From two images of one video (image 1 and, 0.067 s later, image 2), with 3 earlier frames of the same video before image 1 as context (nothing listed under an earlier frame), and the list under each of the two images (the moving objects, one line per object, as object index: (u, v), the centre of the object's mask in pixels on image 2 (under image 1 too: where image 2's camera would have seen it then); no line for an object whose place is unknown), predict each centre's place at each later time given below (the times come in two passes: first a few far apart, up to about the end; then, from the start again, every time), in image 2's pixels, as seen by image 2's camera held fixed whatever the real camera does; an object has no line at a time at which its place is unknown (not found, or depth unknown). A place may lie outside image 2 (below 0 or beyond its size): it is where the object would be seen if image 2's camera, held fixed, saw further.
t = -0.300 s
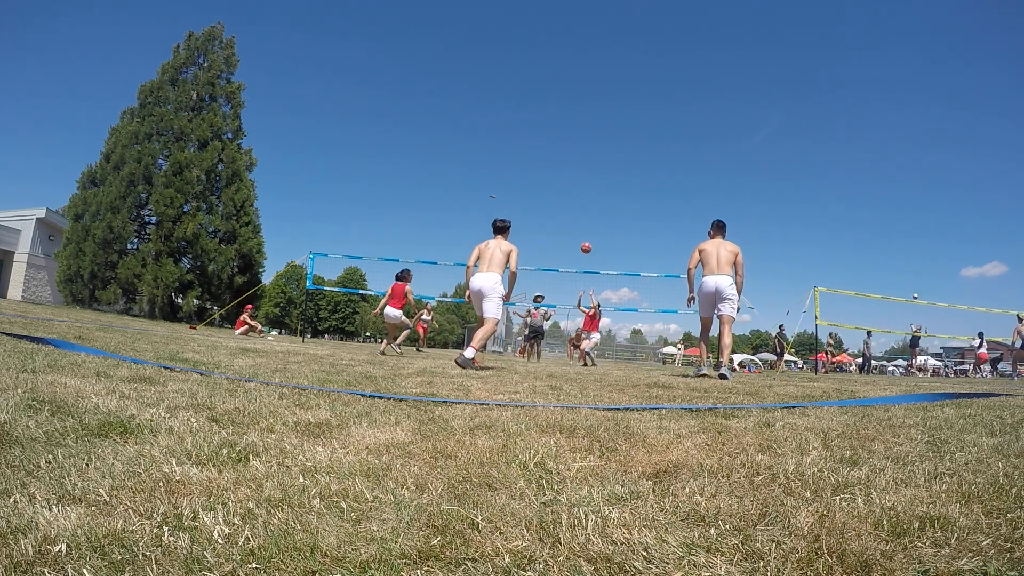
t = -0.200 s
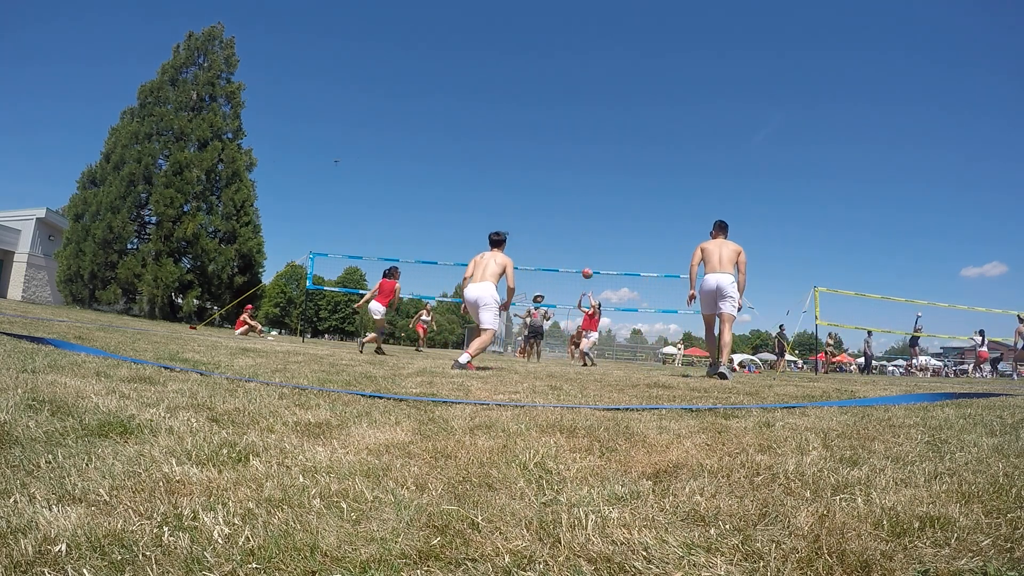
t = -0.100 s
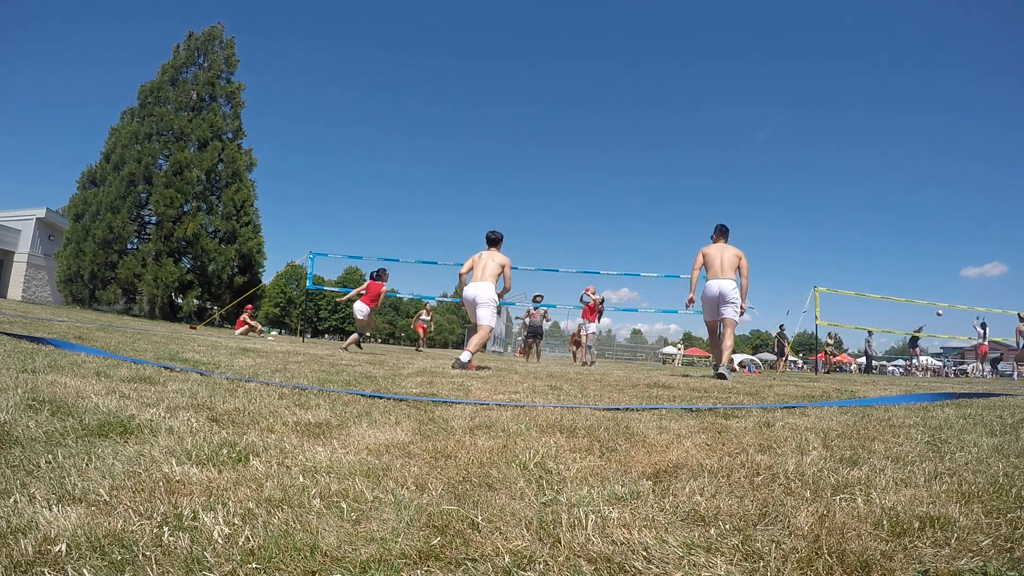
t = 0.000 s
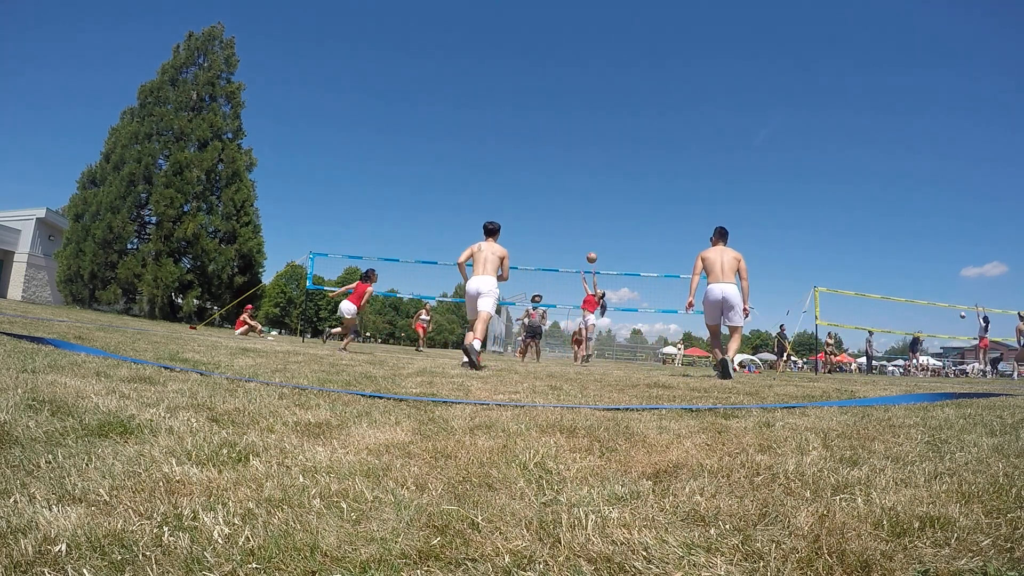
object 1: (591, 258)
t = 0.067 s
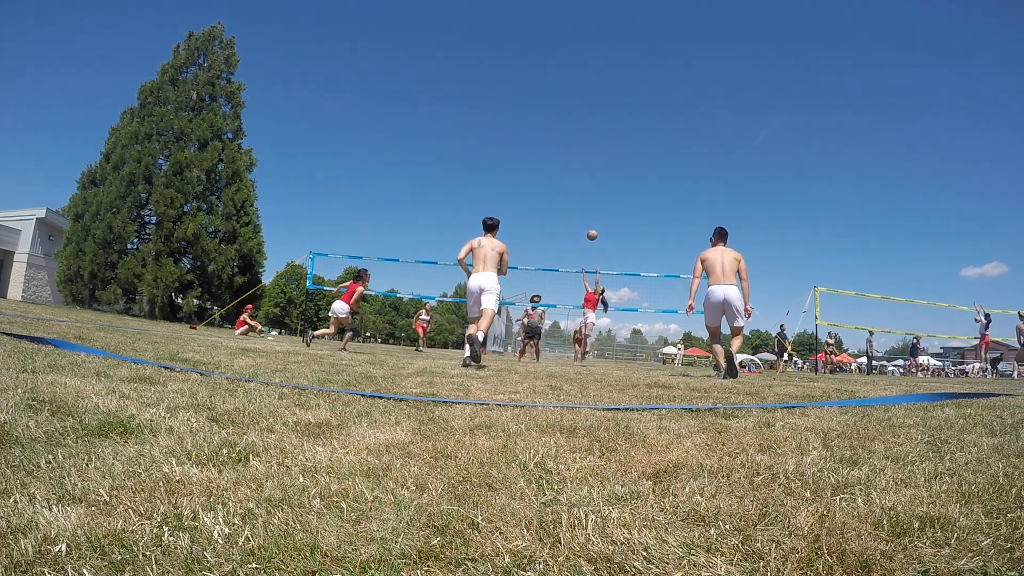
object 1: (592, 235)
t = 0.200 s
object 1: (592, 198)
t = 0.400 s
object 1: (591, 159)
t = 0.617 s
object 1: (588, 138)
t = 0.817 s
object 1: (586, 136)
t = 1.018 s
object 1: (582, 151)
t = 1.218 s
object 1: (577, 183)
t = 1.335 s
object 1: (574, 210)
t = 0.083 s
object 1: (592, 230)
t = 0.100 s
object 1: (592, 225)
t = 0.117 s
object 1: (592, 220)
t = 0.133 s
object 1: (592, 215)
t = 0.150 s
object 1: (592, 210)
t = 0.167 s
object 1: (592, 206)
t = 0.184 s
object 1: (592, 202)
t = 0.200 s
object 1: (592, 198)
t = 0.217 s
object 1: (592, 193)
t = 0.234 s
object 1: (592, 190)
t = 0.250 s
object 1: (592, 186)
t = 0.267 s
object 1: (592, 182)
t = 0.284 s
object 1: (592, 179)
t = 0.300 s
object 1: (592, 176)
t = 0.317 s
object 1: (591, 172)
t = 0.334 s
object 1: (591, 169)
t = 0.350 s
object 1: (591, 167)
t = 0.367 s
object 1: (591, 164)
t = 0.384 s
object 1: (591, 161)
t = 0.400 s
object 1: (591, 159)
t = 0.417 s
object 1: (591, 156)
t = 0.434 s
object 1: (591, 154)
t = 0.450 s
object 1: (591, 152)
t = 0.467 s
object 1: (590, 150)
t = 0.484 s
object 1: (590, 148)
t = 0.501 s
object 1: (590, 146)
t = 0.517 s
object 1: (590, 145)
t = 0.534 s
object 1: (589, 143)
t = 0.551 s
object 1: (589, 142)
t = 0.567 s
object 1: (589, 141)
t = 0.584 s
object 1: (589, 139)
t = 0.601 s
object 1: (589, 138)
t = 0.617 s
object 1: (588, 138)
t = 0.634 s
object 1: (588, 137)
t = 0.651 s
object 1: (588, 136)
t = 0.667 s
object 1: (588, 136)
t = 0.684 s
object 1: (587, 135)
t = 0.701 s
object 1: (587, 135)
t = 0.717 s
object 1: (587, 135)
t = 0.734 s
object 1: (587, 135)
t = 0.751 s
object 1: (587, 135)
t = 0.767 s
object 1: (586, 135)
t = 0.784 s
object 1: (586, 135)
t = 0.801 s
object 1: (586, 135)
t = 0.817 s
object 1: (586, 136)
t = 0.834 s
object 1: (585, 137)
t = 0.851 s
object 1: (585, 137)
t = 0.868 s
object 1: (585, 138)
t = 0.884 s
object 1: (585, 139)
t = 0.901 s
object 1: (584, 140)
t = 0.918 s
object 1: (584, 141)
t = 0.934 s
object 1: (583, 143)
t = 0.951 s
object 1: (583, 144)
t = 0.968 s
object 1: (583, 145)
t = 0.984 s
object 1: (583, 147)
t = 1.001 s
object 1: (582, 149)
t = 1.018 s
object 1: (582, 151)
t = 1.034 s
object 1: (582, 153)
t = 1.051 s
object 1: (581, 155)
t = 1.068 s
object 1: (581, 157)
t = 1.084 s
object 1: (580, 159)
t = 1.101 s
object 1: (580, 162)
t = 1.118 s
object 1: (580, 164)
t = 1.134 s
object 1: (579, 167)
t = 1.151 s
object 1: (579, 170)
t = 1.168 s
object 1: (578, 173)
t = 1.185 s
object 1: (578, 176)
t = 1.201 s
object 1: (578, 179)
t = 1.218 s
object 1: (577, 183)
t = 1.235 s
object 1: (577, 186)
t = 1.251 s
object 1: (576, 190)
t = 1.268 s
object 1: (576, 193)
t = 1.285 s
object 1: (576, 197)
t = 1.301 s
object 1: (575, 201)
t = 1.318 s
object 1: (575, 206)
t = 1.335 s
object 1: (574, 210)
